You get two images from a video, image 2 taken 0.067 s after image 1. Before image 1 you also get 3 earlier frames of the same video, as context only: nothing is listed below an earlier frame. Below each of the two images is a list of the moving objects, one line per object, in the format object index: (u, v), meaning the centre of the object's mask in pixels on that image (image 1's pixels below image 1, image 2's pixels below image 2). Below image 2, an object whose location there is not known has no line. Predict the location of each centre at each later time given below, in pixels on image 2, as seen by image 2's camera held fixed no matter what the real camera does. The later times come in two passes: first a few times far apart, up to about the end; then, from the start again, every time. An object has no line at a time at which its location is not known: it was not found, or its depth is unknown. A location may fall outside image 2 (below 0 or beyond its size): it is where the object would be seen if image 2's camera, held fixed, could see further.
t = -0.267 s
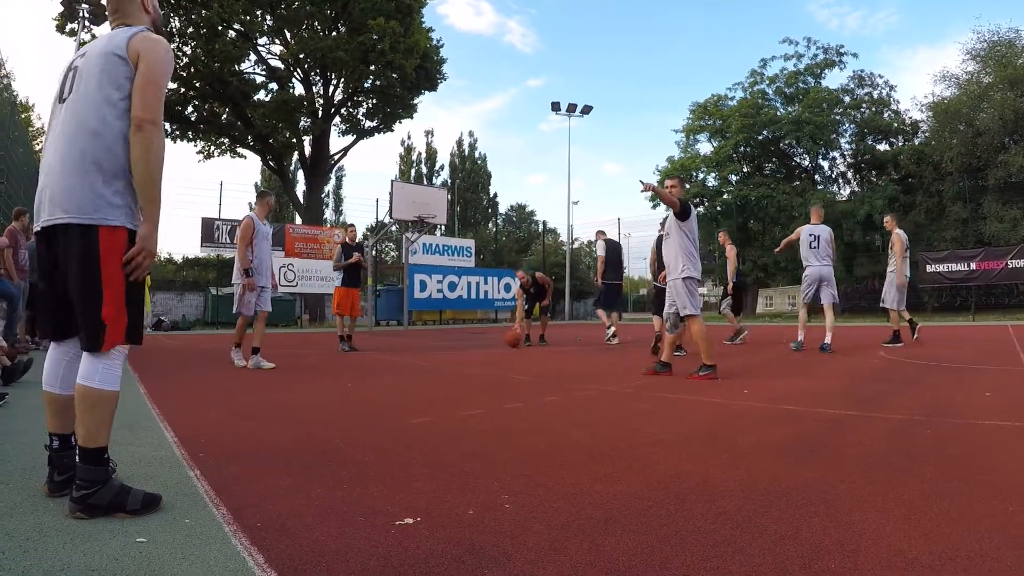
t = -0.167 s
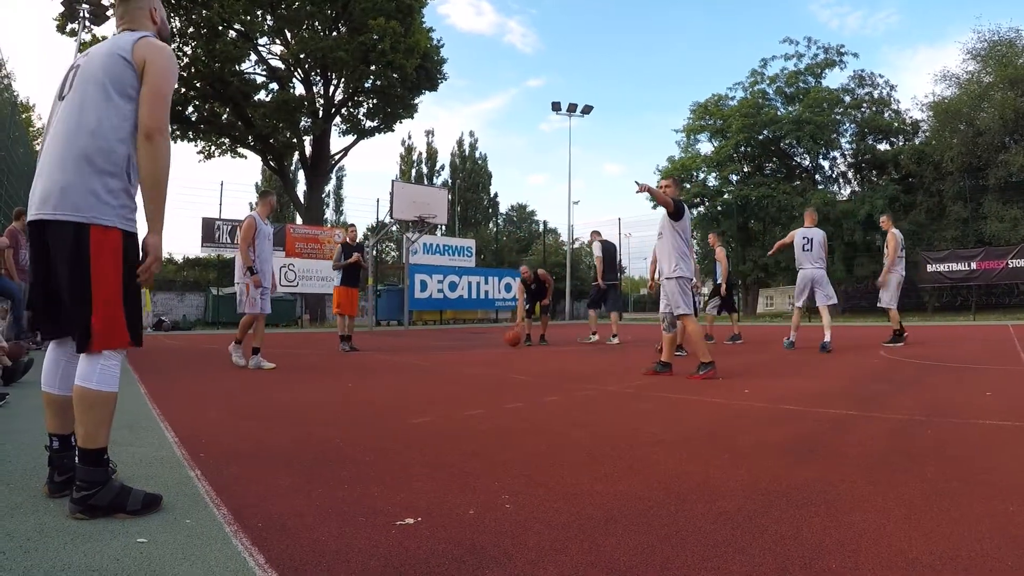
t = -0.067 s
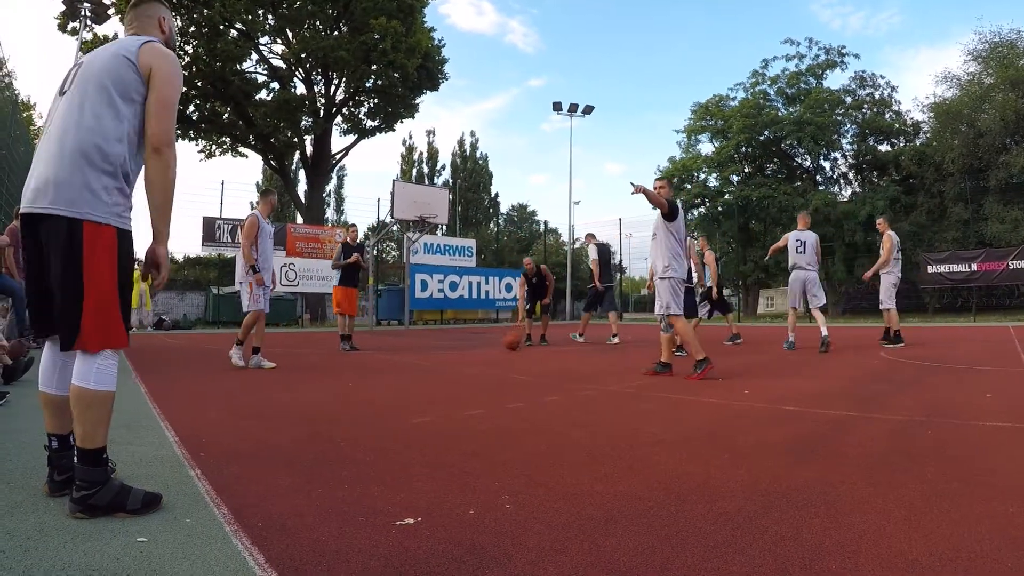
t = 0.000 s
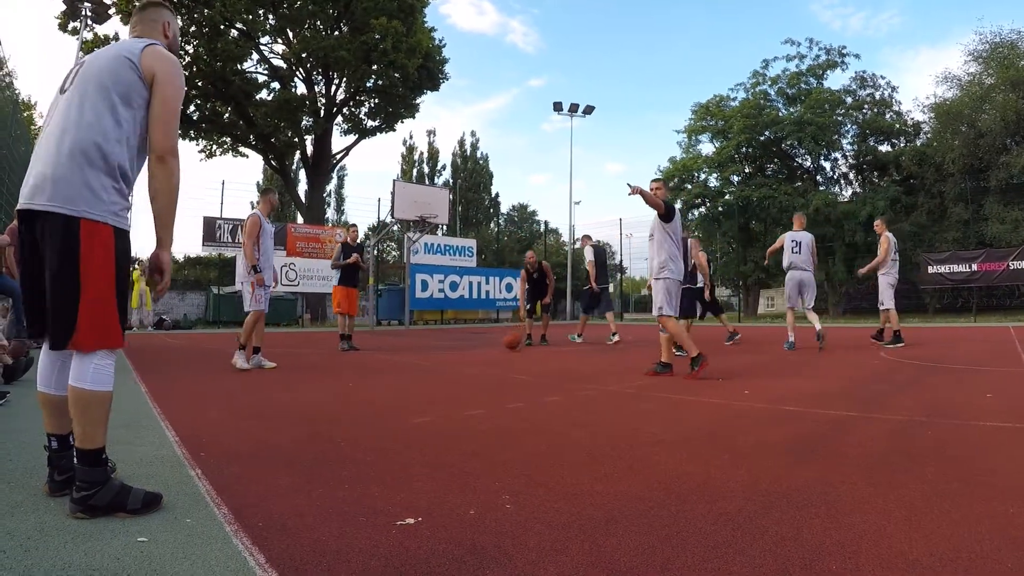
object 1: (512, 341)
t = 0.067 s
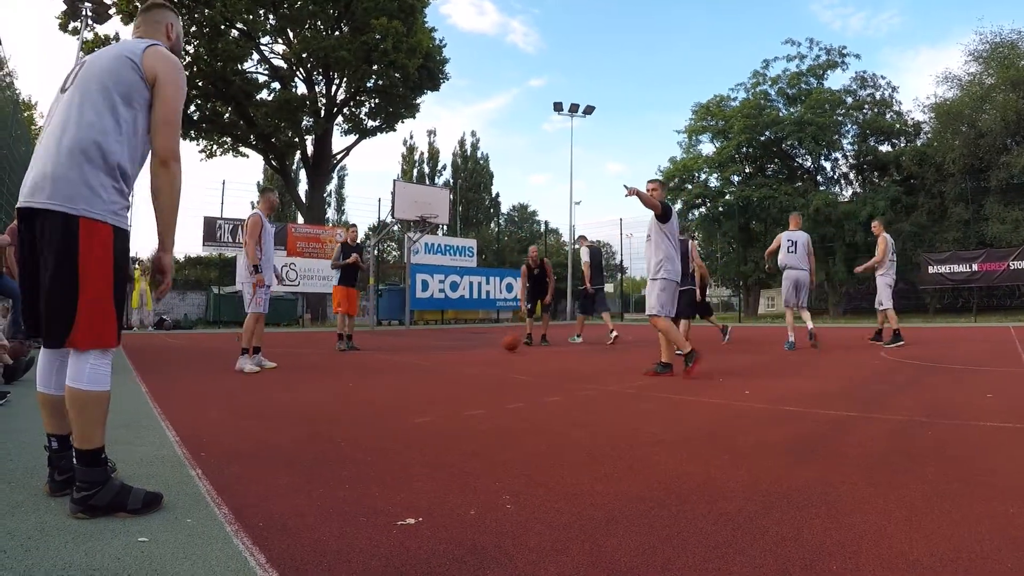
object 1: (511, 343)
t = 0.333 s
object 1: (507, 347)
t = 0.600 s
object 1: (503, 351)
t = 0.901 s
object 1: (497, 357)
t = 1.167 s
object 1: (491, 364)
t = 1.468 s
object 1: (483, 373)
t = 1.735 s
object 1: (474, 384)
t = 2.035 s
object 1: (462, 399)
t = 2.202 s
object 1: (453, 410)
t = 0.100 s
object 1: (510, 344)
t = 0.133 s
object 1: (510, 344)
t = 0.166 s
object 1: (510, 345)
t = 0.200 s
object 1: (509, 345)
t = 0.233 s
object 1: (508, 346)
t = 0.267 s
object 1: (508, 346)
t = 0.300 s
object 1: (508, 346)
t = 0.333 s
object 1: (507, 347)
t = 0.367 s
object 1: (507, 347)
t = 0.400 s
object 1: (506, 348)
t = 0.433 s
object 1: (506, 348)
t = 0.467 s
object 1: (505, 349)
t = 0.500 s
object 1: (504, 350)
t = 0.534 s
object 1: (504, 350)
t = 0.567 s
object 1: (504, 351)
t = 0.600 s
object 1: (503, 351)
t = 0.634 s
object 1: (503, 352)
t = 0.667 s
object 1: (502, 353)
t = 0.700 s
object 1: (502, 353)
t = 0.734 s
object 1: (501, 354)
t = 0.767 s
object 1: (500, 355)
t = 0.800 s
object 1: (499, 356)
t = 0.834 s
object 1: (499, 356)
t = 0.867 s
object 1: (498, 357)
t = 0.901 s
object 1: (497, 357)
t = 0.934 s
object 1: (497, 358)
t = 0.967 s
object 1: (496, 359)
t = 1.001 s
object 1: (495, 360)
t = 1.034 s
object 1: (495, 360)
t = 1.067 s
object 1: (494, 361)
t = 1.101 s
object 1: (493, 362)
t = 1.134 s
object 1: (492, 363)
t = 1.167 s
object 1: (491, 364)
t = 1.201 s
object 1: (491, 365)
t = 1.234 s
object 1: (490, 365)
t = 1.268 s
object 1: (489, 366)
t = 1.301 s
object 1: (488, 368)
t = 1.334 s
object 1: (487, 368)
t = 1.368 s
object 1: (486, 369)
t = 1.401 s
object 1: (485, 371)
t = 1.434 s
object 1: (484, 372)
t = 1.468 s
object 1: (483, 373)
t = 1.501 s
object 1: (482, 374)
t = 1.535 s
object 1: (480, 375)
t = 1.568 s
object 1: (480, 376)
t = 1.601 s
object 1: (479, 377)
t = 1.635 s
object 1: (478, 378)
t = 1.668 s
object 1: (477, 380)
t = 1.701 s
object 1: (475, 382)
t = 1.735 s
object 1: (474, 384)
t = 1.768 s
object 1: (473, 385)
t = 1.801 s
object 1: (472, 386)
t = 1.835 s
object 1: (471, 387)
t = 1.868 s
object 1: (470, 389)
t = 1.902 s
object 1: (468, 391)
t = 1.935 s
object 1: (466, 393)
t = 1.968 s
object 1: (465, 395)
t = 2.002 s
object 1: (463, 397)
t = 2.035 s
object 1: (462, 399)
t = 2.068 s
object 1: (460, 401)
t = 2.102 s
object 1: (458, 404)
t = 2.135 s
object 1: (457, 406)
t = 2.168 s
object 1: (455, 408)
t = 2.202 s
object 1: (453, 410)
